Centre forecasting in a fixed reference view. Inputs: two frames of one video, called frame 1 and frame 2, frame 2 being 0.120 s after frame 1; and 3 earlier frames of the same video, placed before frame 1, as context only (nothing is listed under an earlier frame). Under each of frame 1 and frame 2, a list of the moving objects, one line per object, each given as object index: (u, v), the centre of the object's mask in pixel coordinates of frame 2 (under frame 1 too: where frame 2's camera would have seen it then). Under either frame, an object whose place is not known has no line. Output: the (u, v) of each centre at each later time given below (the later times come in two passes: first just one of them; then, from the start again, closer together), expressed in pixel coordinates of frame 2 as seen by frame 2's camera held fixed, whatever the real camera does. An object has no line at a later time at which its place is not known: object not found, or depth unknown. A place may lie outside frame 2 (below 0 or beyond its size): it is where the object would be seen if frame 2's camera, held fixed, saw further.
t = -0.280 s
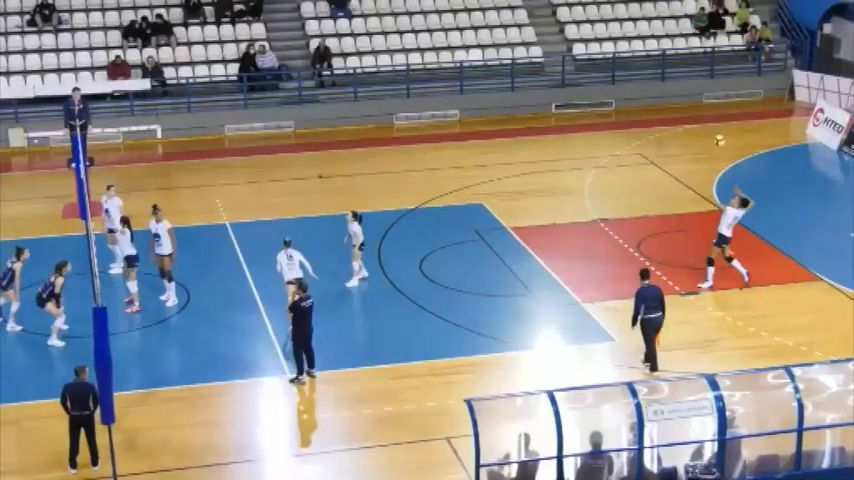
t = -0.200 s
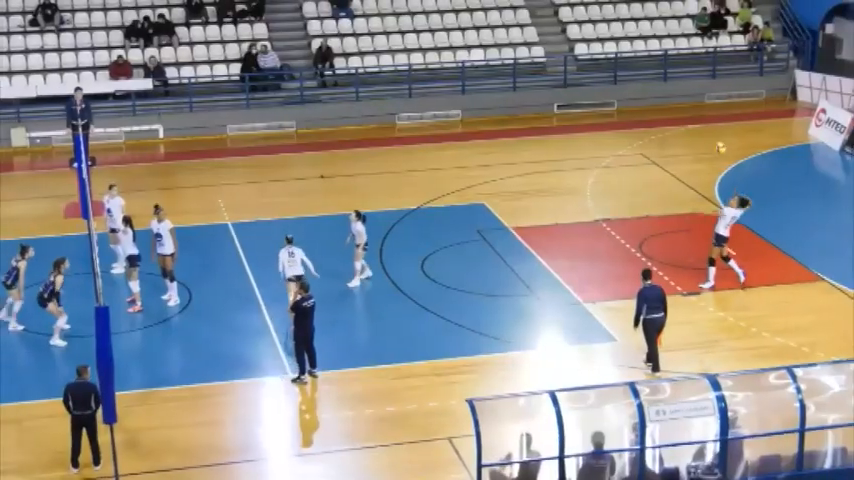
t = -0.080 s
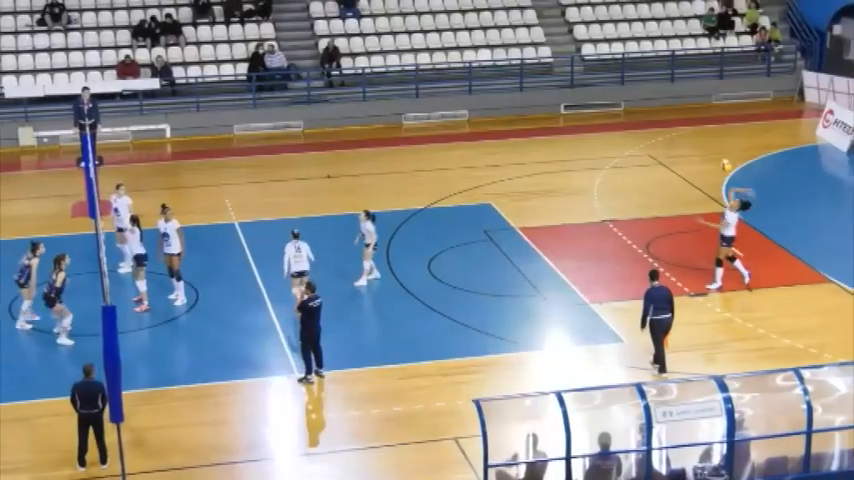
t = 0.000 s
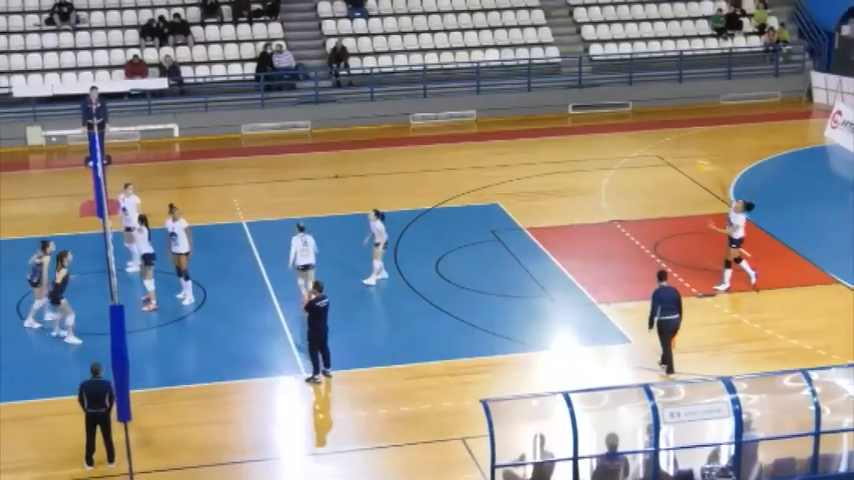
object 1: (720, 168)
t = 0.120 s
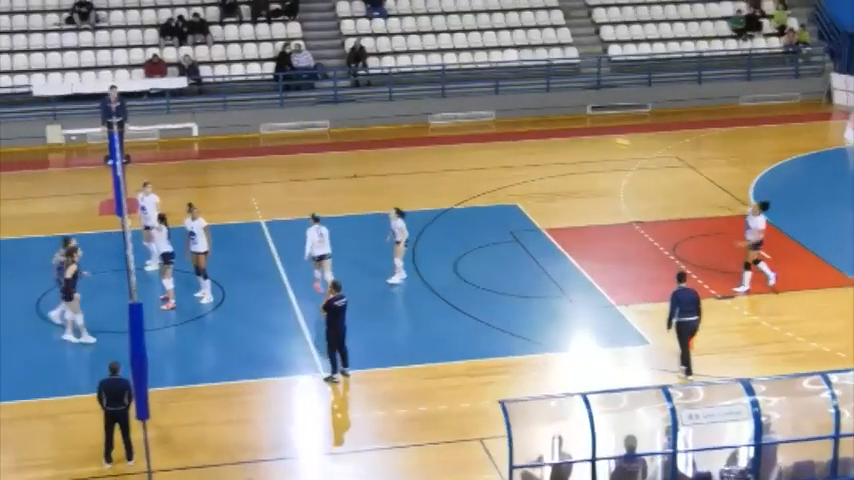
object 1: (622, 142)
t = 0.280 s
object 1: (495, 121)
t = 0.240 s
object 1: (525, 126)
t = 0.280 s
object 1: (495, 121)
